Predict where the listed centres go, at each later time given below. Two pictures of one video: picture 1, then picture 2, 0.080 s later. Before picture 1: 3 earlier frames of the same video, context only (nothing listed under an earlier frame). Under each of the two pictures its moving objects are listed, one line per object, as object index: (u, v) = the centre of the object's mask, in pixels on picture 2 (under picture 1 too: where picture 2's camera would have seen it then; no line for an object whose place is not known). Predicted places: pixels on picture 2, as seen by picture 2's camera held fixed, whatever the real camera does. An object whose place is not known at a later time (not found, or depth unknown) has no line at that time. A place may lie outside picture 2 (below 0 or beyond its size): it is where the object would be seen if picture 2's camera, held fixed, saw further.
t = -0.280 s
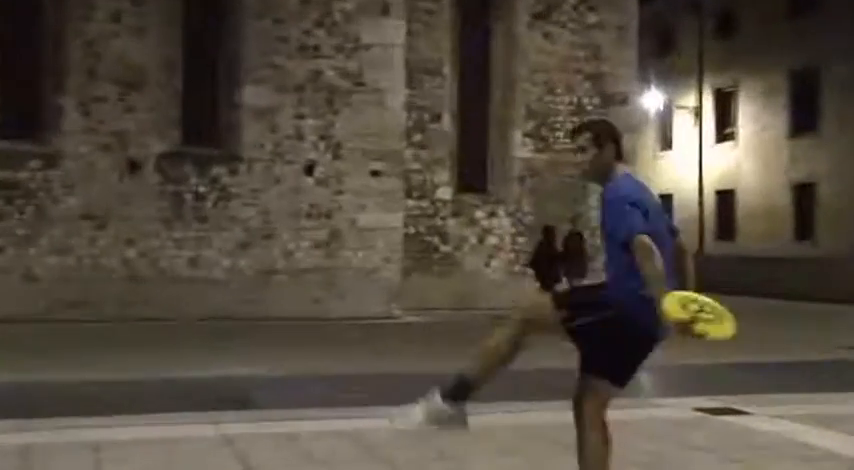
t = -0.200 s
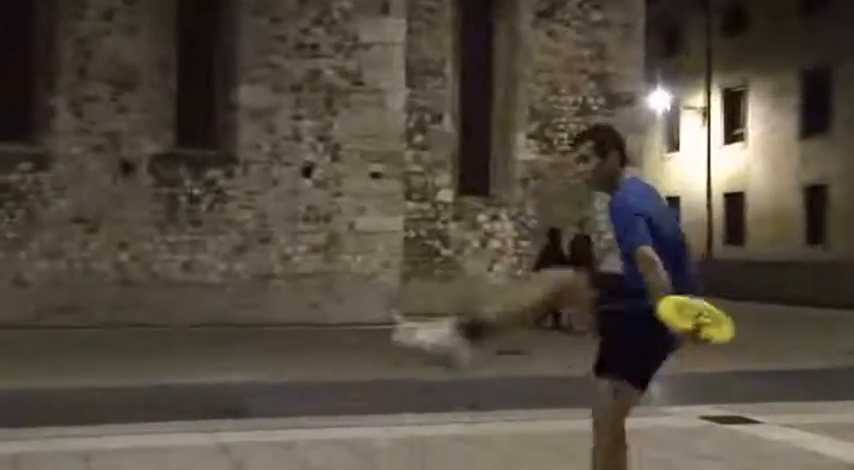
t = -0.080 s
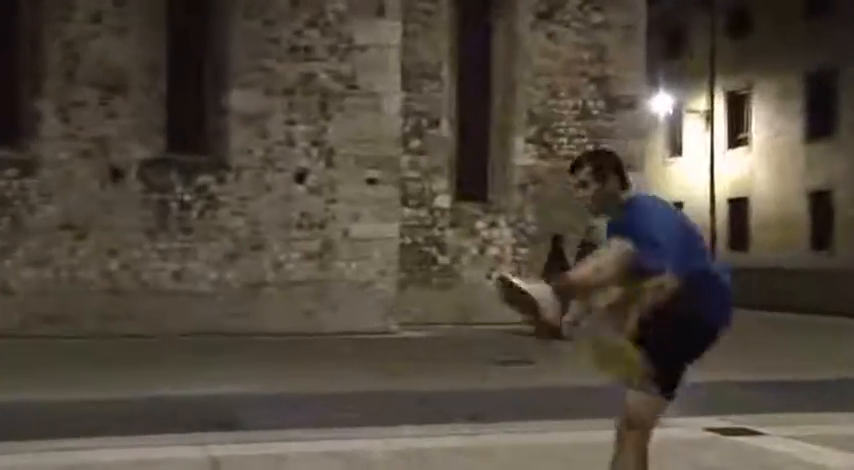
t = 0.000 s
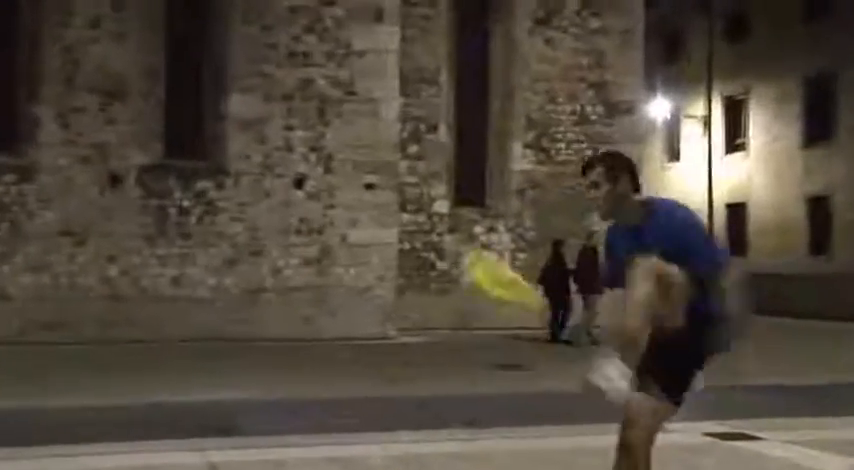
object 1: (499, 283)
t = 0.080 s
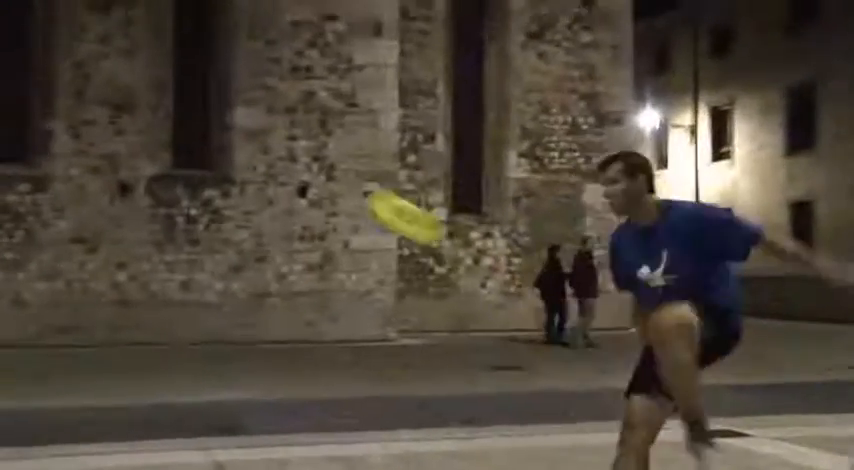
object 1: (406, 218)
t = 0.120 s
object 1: (360, 190)
